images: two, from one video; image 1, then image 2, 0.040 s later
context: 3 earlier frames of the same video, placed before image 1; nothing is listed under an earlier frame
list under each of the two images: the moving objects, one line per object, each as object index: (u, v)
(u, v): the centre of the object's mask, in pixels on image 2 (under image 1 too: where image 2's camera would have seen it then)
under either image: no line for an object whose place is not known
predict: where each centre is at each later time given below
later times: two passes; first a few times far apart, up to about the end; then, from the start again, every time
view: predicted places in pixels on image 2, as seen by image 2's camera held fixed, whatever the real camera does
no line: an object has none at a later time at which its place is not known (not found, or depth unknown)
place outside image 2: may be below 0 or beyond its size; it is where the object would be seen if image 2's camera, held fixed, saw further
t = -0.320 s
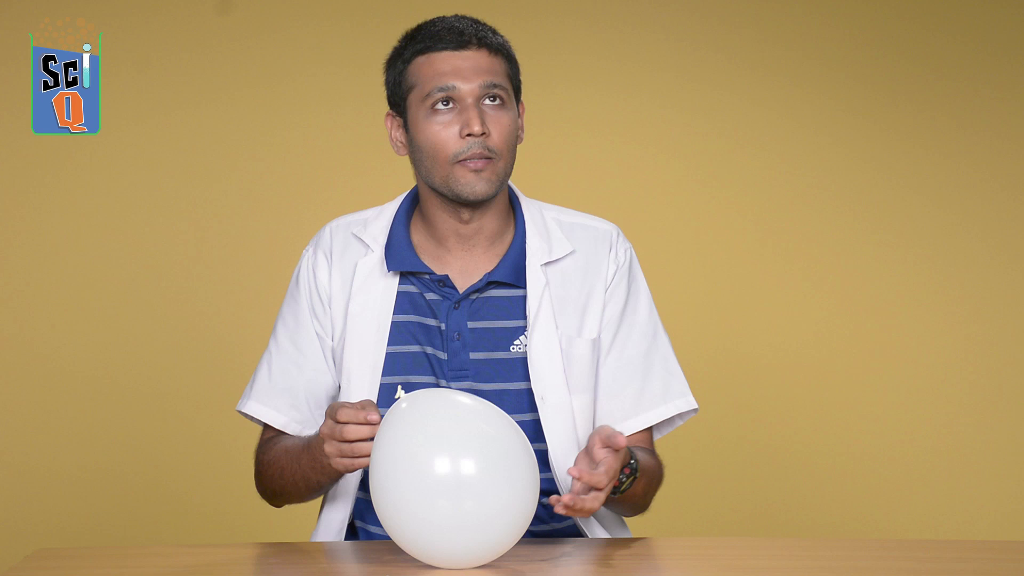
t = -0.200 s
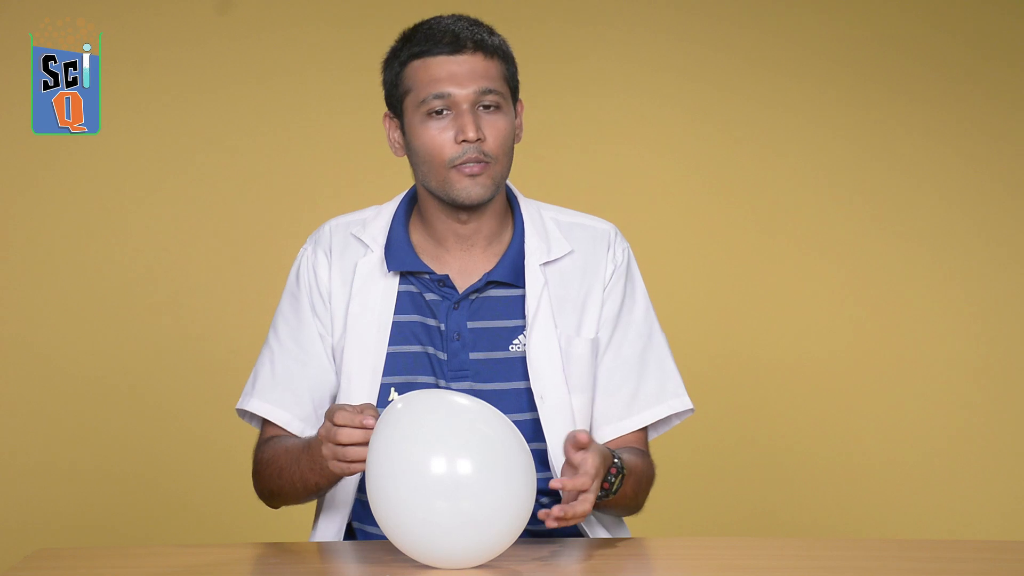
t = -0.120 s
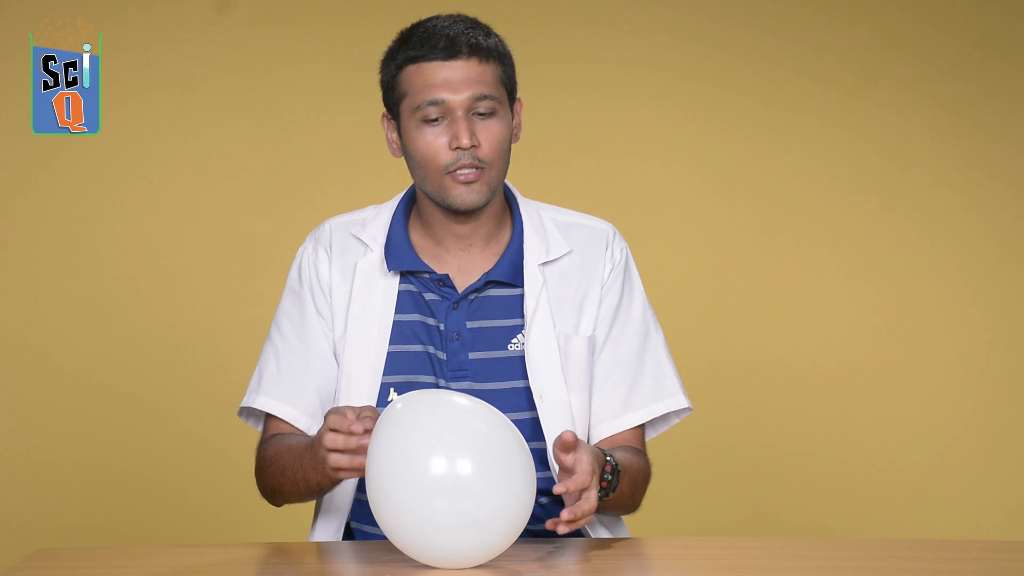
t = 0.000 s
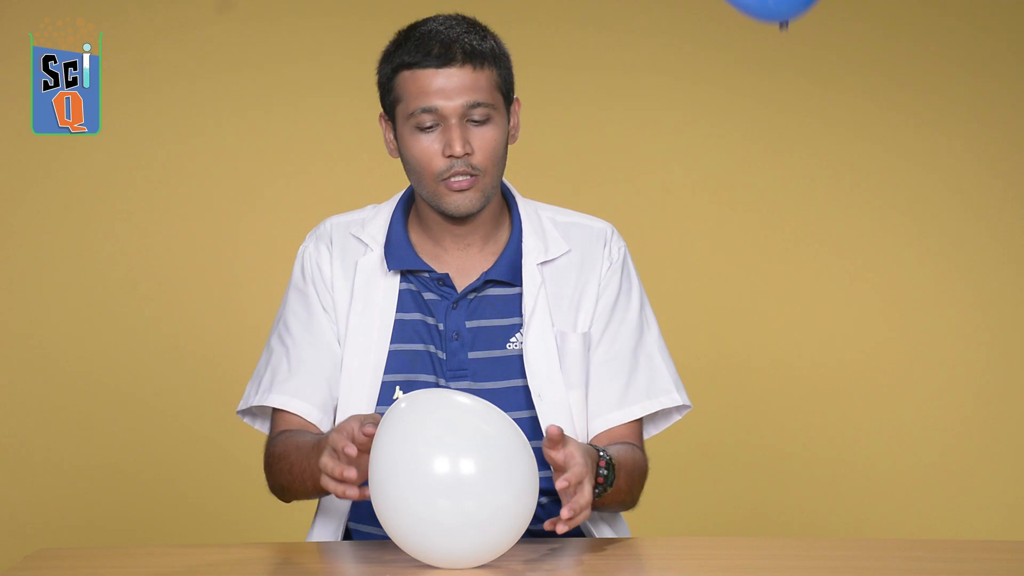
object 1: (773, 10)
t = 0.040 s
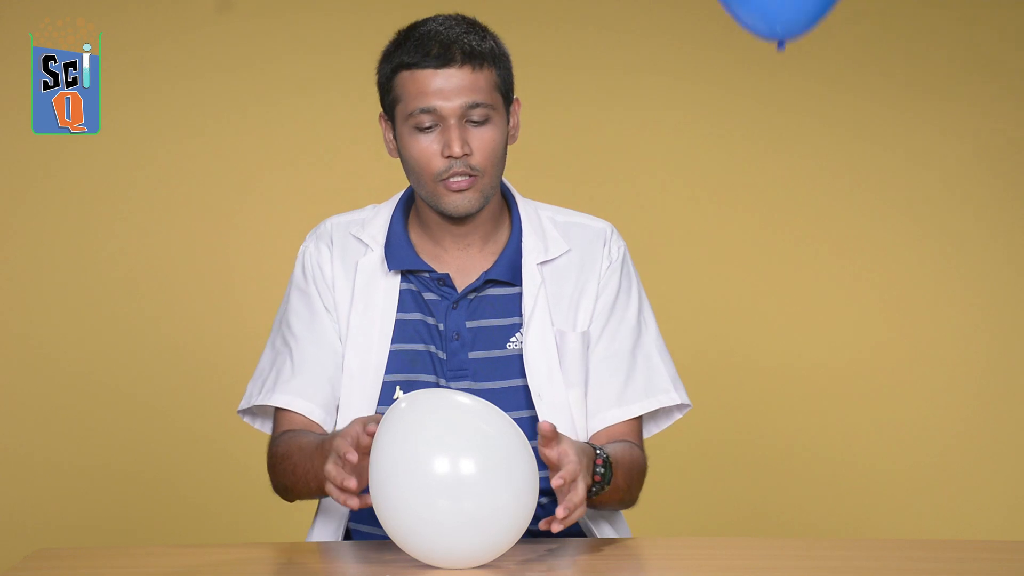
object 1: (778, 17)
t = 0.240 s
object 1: (813, 56)
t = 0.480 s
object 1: (831, 195)
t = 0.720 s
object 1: (832, 383)
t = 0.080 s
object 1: (784, 24)
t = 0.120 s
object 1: (792, 30)
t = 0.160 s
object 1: (799, 37)
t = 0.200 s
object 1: (807, 45)
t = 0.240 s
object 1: (813, 56)
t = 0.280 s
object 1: (818, 70)
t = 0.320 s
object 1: (821, 92)
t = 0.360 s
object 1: (825, 117)
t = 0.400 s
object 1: (828, 142)
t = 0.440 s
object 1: (830, 168)
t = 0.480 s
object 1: (831, 195)
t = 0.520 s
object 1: (832, 223)
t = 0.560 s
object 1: (833, 253)
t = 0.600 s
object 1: (833, 285)
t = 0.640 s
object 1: (833, 317)
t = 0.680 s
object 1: (833, 349)
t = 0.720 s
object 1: (832, 383)
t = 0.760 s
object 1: (832, 417)
